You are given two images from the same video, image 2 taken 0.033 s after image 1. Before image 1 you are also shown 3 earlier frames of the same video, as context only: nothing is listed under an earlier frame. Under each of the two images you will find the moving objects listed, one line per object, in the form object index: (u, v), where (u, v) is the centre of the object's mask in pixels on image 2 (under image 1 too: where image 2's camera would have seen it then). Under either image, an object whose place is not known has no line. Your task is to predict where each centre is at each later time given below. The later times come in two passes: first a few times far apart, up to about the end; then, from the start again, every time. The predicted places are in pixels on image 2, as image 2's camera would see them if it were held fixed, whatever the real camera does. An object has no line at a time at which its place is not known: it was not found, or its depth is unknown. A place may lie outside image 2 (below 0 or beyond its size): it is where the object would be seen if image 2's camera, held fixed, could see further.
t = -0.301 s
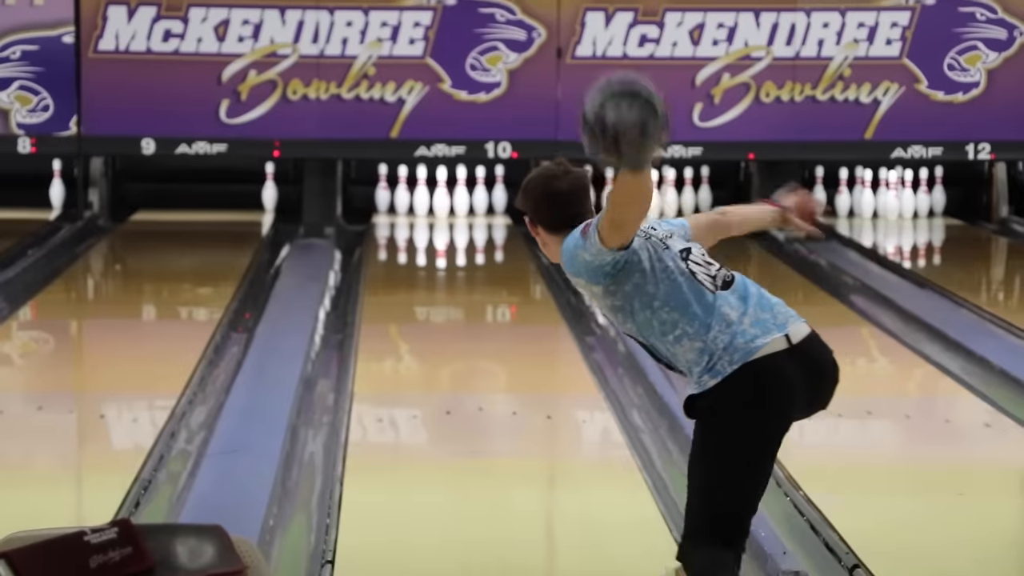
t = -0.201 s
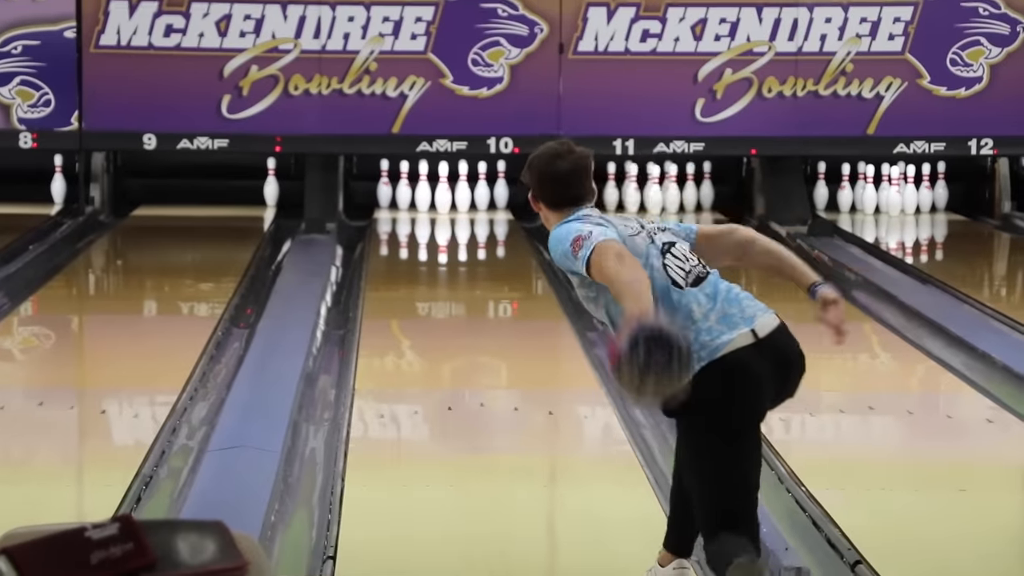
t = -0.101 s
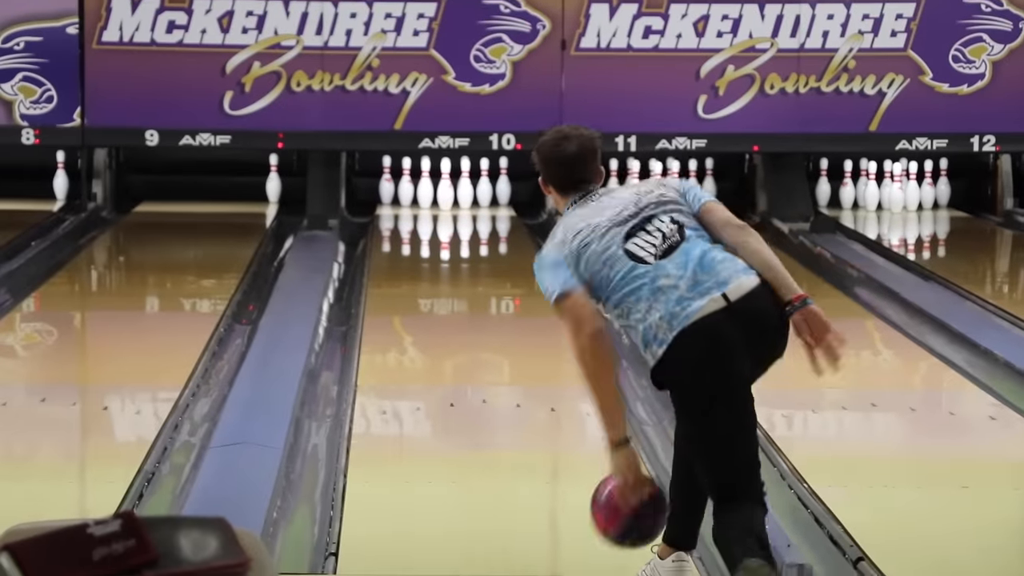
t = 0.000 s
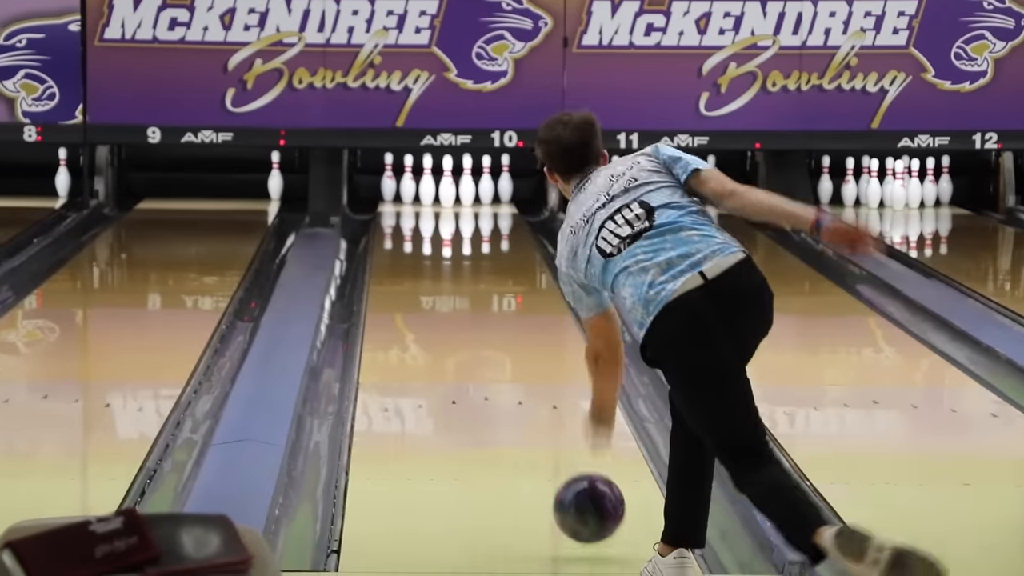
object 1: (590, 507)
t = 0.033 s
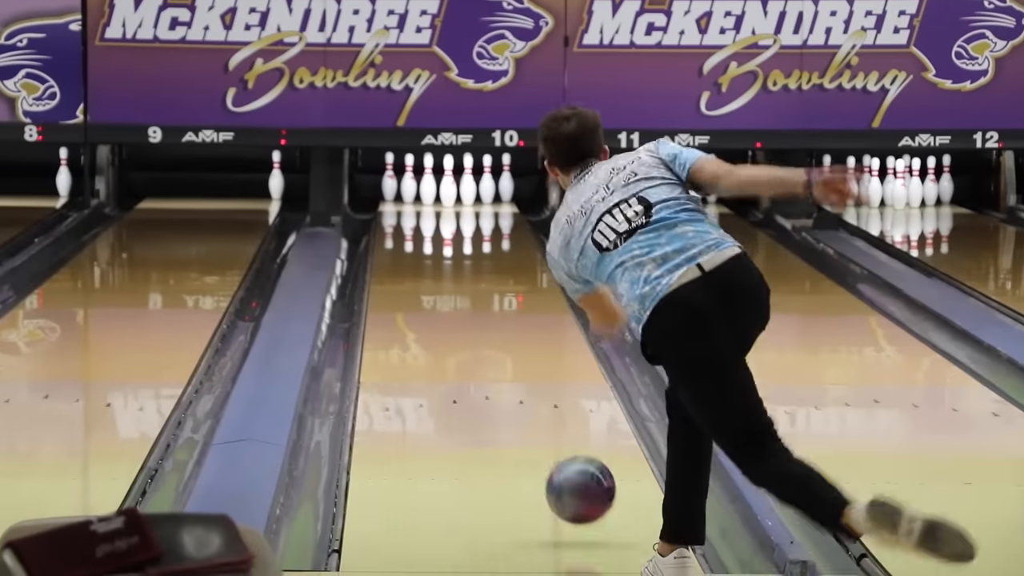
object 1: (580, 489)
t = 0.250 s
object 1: (529, 434)
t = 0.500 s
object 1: (487, 370)
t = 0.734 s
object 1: (460, 326)
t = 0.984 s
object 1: (438, 288)
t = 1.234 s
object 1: (423, 259)
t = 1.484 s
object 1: (414, 234)
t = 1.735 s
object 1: (416, 214)
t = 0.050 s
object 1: (576, 482)
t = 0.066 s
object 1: (571, 476)
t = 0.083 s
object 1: (567, 470)
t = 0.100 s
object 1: (563, 466)
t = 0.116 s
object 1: (559, 463)
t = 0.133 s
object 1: (555, 461)
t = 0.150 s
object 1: (551, 459)
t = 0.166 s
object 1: (547, 458)
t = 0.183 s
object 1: (543, 455)
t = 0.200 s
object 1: (539, 449)
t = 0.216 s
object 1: (536, 443)
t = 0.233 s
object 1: (533, 438)
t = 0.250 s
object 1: (529, 434)
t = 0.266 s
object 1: (526, 429)
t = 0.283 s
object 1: (523, 424)
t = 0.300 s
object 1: (520, 419)
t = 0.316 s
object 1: (517, 414)
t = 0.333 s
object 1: (514, 410)
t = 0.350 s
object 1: (511, 406)
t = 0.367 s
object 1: (508, 401)
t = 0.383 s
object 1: (505, 397)
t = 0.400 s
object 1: (502, 393)
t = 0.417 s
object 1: (500, 389)
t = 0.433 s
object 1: (497, 385)
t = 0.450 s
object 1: (494, 383)
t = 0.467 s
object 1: (487, 377)
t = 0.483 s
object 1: (487, 373)
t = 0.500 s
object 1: (487, 370)
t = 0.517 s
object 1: (485, 367)
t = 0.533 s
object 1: (483, 363)
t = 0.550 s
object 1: (481, 360)
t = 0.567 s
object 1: (479, 356)
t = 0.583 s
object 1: (477, 353)
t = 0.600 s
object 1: (475, 350)
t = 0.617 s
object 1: (472, 347)
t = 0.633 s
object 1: (471, 344)
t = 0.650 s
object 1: (469, 341)
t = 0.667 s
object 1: (467, 338)
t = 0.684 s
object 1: (465, 334)
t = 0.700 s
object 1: (463, 332)
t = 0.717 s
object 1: (462, 329)
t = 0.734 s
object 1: (460, 326)
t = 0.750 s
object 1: (458, 323)
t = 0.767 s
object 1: (457, 320)
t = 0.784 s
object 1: (455, 317)
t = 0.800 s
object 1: (453, 315)
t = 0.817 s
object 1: (452, 312)
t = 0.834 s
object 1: (450, 309)
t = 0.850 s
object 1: (449, 307)
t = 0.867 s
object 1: (447, 304)
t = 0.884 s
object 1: (446, 302)
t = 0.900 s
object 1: (445, 299)
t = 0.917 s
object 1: (443, 297)
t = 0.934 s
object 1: (441, 295)
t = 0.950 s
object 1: (441, 293)
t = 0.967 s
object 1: (439, 290)
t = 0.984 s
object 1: (438, 288)
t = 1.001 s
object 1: (437, 286)
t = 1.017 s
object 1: (436, 284)
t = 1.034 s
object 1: (434, 282)
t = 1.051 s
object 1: (434, 280)
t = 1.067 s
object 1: (433, 278)
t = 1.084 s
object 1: (432, 275)
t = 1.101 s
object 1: (431, 273)
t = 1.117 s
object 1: (430, 272)
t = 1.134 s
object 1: (429, 270)
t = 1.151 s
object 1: (428, 268)
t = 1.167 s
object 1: (429, 266)
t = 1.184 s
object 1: (427, 264)
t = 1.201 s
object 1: (426, 262)
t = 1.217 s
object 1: (424, 260)
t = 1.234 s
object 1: (423, 259)
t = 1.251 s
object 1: (423, 257)
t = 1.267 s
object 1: (422, 255)
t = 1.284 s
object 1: (422, 254)
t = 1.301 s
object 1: (421, 252)
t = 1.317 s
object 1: (419, 250)
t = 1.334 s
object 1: (418, 248)
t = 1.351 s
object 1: (418, 247)
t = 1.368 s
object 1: (417, 245)
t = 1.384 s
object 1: (418, 244)
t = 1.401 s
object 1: (417, 242)
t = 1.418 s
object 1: (417, 240)
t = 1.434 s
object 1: (415, 238)
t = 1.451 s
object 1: (414, 236)
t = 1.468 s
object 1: (414, 235)
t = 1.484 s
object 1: (414, 234)
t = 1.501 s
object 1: (414, 233)
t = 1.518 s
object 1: (414, 231)
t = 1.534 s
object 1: (413, 229)
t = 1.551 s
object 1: (413, 228)
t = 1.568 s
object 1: (413, 227)
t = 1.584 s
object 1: (414, 226)
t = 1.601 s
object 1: (414, 224)
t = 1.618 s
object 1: (414, 223)
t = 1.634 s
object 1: (413, 221)
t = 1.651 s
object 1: (413, 220)
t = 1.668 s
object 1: (414, 219)
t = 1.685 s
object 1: (414, 218)
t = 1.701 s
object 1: (414, 216)
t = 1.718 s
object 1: (415, 216)
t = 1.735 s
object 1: (416, 214)
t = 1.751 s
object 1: (417, 212)
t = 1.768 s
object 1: (418, 211)
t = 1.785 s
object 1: (418, 210)
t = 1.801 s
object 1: (419, 209)
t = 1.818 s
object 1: (420, 208)
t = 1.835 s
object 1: (421, 207)
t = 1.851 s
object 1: (422, 206)
